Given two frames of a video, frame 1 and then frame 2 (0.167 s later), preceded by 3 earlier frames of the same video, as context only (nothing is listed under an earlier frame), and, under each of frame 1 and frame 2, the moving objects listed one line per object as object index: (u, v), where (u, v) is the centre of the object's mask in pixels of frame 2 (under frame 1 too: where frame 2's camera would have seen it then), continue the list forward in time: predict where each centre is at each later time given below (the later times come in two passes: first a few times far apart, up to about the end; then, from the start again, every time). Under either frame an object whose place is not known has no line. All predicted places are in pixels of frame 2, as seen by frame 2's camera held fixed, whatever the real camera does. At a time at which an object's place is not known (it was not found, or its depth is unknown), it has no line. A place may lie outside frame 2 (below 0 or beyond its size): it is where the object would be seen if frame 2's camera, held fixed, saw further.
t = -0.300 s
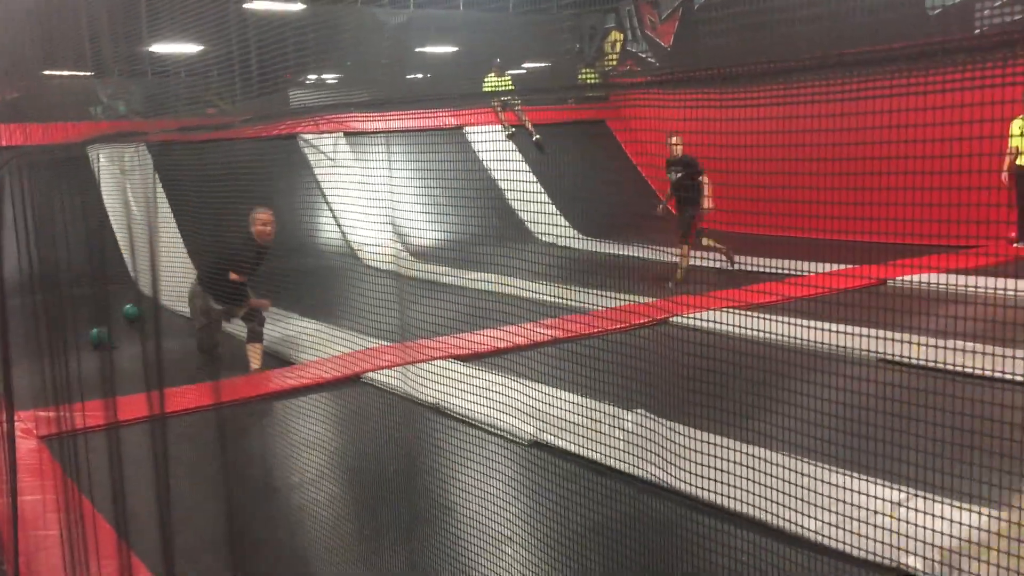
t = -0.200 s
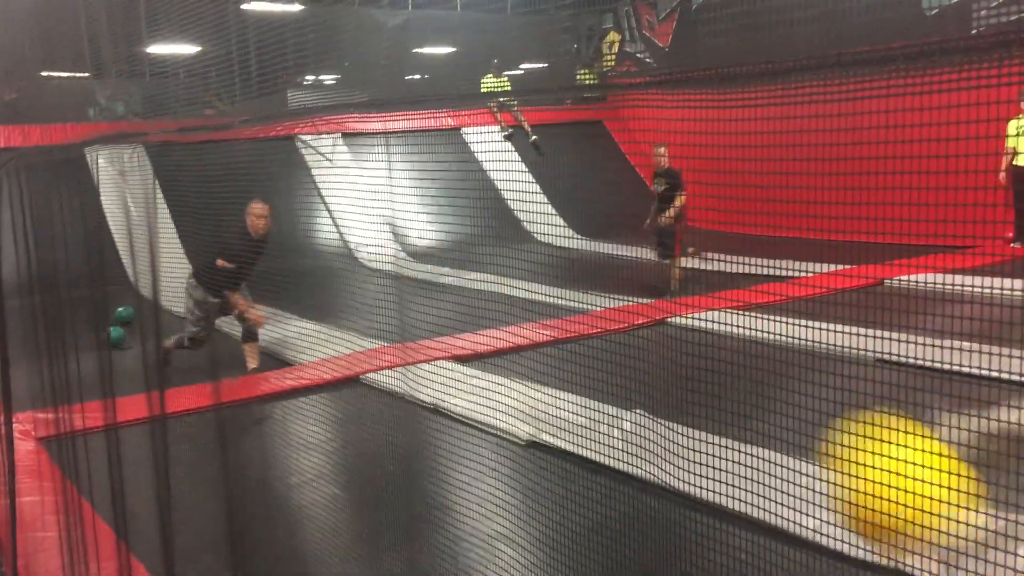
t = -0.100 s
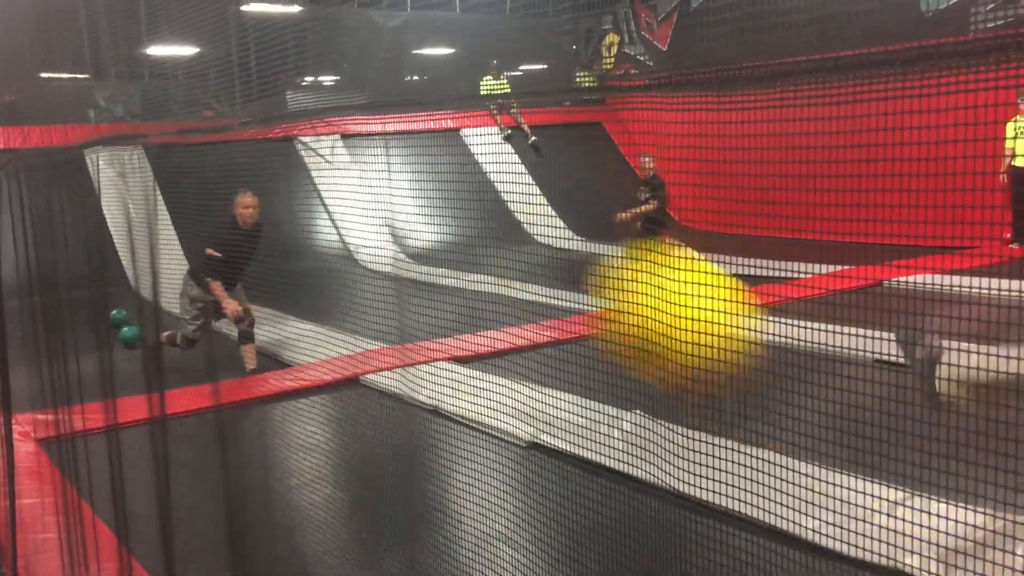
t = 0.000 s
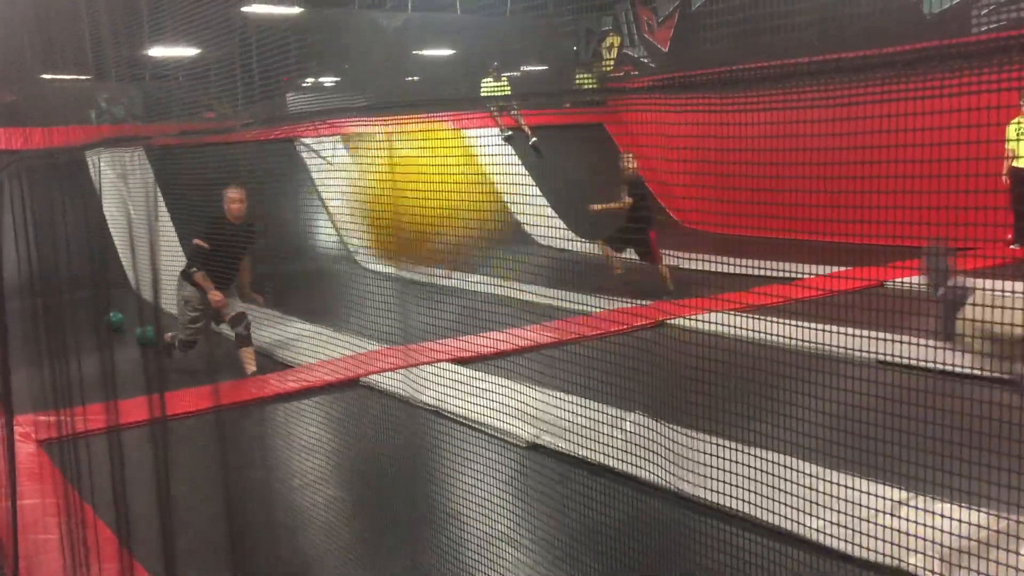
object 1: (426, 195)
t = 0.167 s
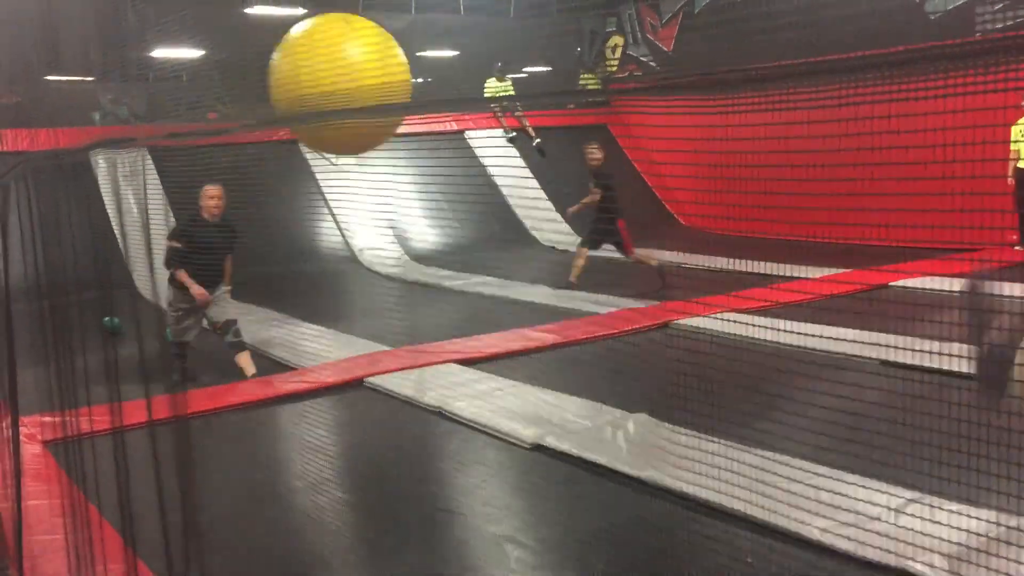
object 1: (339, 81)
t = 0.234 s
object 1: (353, 93)
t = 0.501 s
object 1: (416, 388)
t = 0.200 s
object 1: (346, 83)
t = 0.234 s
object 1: (353, 93)
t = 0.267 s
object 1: (359, 110)
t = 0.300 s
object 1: (369, 136)
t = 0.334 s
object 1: (378, 169)
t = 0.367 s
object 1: (385, 199)
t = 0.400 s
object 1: (395, 247)
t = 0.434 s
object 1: (401, 289)
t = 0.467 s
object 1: (408, 330)
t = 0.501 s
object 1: (416, 388)
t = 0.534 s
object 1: (422, 447)
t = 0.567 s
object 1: (431, 500)
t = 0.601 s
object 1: (437, 539)
